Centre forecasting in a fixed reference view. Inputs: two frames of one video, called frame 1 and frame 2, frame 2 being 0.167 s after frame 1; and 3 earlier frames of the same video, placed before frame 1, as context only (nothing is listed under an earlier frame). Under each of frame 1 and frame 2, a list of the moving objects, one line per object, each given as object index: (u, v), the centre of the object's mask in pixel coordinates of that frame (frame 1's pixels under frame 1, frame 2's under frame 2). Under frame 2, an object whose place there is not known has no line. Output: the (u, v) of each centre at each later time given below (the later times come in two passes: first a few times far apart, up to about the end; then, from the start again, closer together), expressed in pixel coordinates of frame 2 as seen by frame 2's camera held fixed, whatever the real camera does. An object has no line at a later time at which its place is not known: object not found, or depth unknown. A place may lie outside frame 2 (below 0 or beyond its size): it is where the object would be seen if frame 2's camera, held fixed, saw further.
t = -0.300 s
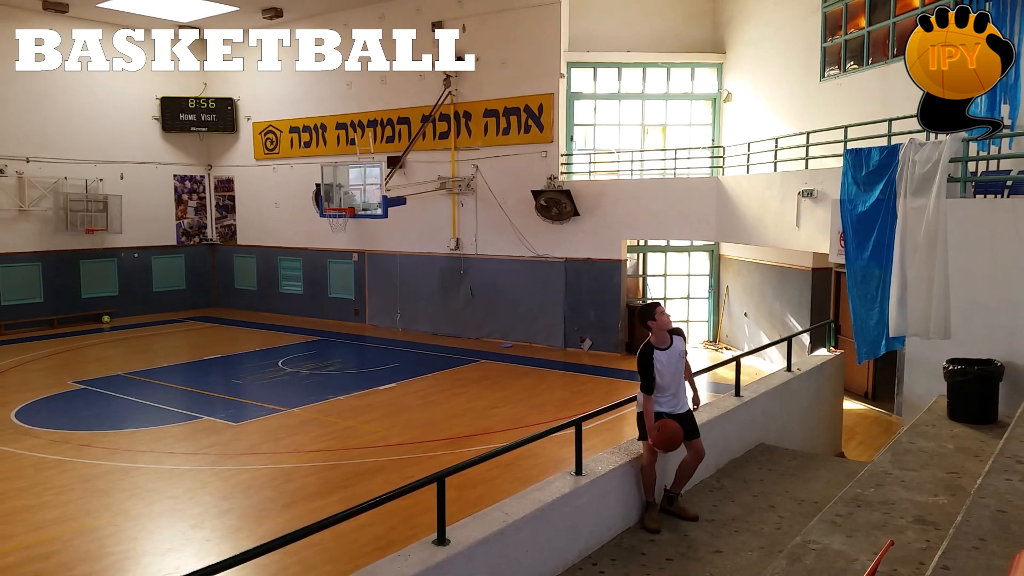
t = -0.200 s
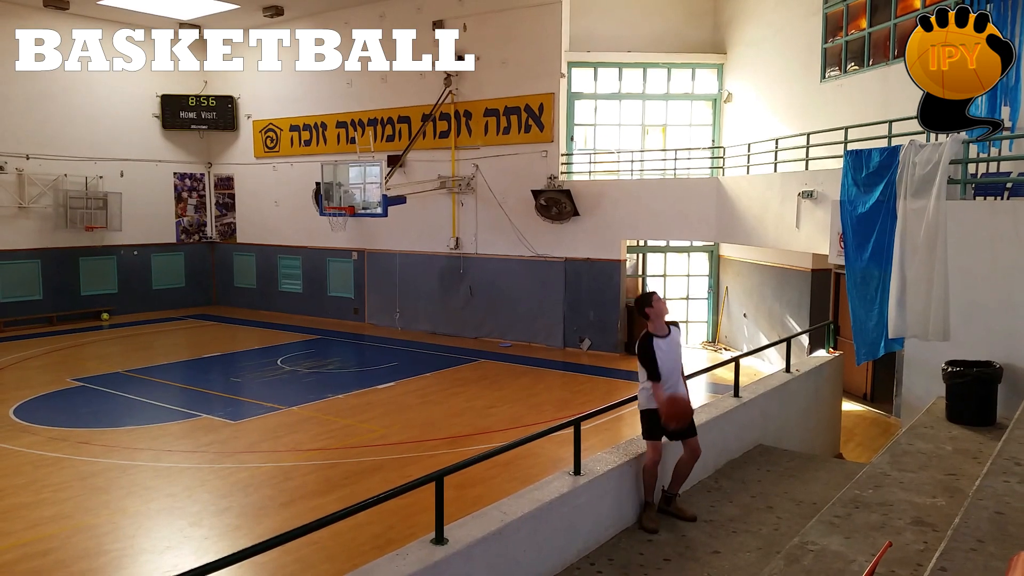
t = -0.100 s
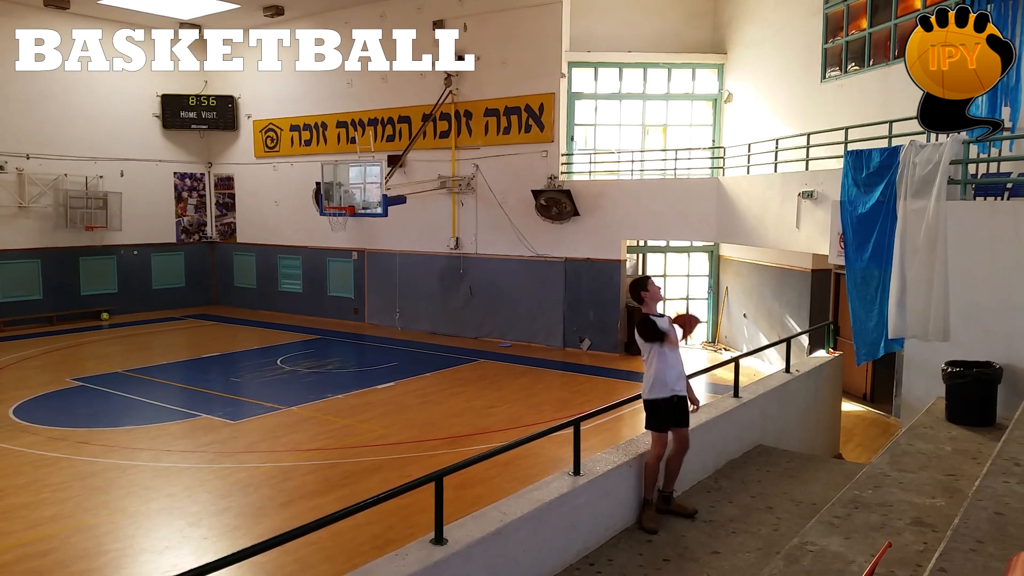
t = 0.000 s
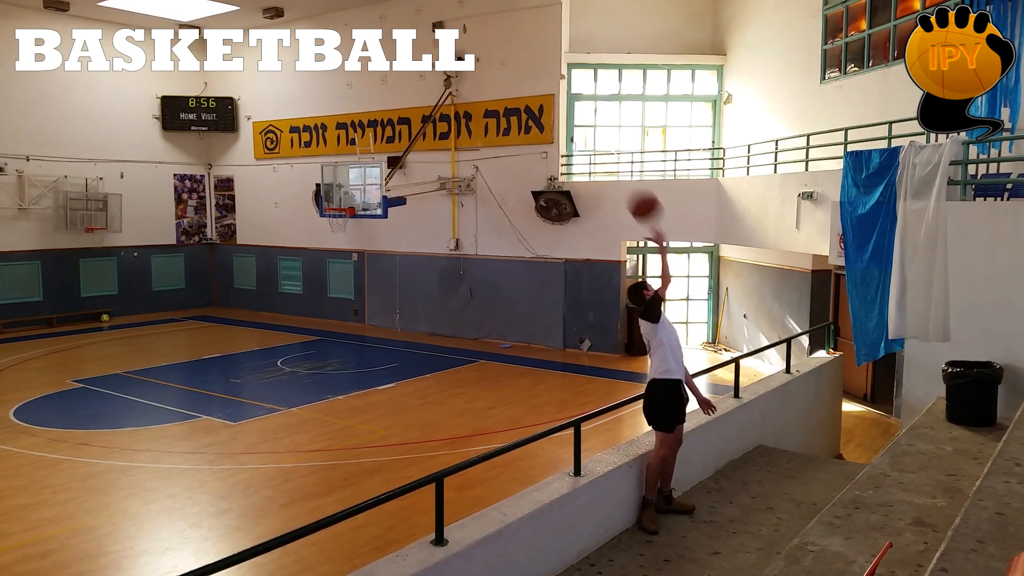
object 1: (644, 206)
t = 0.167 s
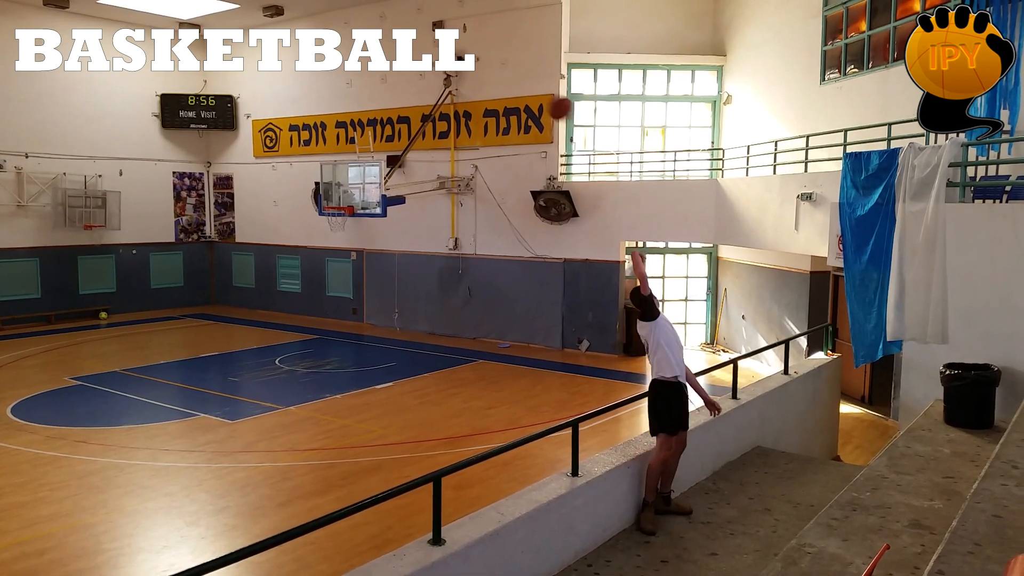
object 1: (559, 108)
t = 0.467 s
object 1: (468, 50)
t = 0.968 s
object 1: (386, 113)
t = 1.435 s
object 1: (323, 223)
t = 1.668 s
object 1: (315, 270)
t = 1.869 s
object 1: (307, 333)
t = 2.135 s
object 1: (299, 312)
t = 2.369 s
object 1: (298, 288)
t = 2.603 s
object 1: (297, 286)
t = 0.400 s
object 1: (485, 56)
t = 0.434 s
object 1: (476, 52)
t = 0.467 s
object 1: (468, 50)
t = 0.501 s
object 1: (462, 52)
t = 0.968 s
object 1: (386, 113)
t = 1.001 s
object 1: (383, 121)
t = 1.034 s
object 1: (379, 129)
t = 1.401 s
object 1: (325, 218)
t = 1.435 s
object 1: (323, 223)
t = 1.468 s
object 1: (321, 229)
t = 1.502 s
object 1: (320, 235)
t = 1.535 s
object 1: (319, 241)
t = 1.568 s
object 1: (318, 247)
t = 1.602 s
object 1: (317, 255)
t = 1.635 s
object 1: (315, 262)
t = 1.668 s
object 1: (315, 270)
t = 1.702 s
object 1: (313, 279)
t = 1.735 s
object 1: (312, 287)
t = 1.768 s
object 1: (310, 298)
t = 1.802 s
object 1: (308, 310)
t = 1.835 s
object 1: (309, 323)
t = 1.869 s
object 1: (307, 333)
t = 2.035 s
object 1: (303, 332)
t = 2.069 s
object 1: (303, 327)
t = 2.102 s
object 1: (303, 319)
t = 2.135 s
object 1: (299, 312)
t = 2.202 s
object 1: (298, 302)
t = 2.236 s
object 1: (302, 299)
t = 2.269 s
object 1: (298, 296)
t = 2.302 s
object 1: (297, 292)
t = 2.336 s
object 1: (302, 291)
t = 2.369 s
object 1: (298, 288)
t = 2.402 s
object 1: (296, 285)
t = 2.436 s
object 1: (300, 285)
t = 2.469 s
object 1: (302, 284)
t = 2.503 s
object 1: (298, 282)
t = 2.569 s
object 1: (297, 284)
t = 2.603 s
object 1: (297, 286)
